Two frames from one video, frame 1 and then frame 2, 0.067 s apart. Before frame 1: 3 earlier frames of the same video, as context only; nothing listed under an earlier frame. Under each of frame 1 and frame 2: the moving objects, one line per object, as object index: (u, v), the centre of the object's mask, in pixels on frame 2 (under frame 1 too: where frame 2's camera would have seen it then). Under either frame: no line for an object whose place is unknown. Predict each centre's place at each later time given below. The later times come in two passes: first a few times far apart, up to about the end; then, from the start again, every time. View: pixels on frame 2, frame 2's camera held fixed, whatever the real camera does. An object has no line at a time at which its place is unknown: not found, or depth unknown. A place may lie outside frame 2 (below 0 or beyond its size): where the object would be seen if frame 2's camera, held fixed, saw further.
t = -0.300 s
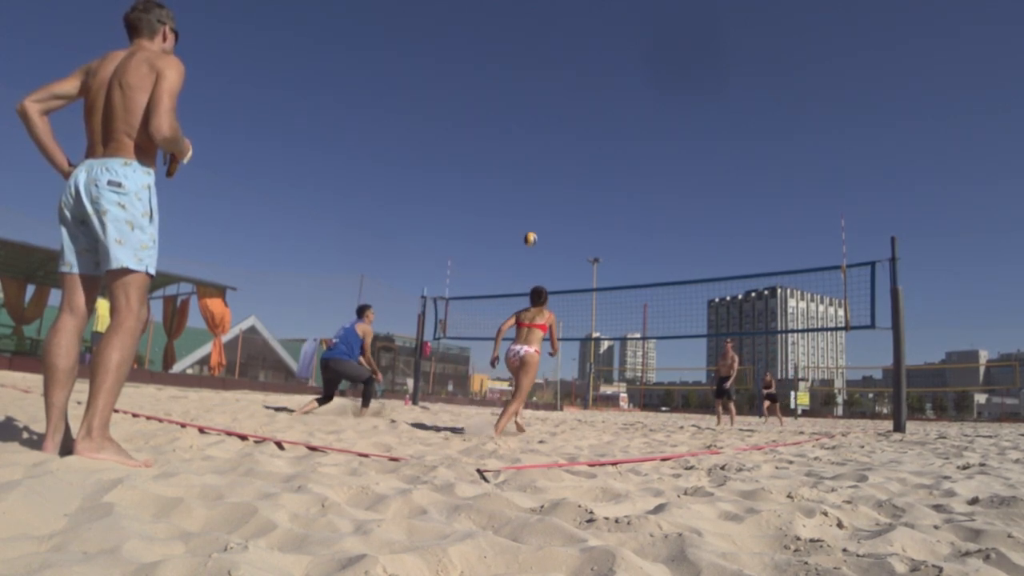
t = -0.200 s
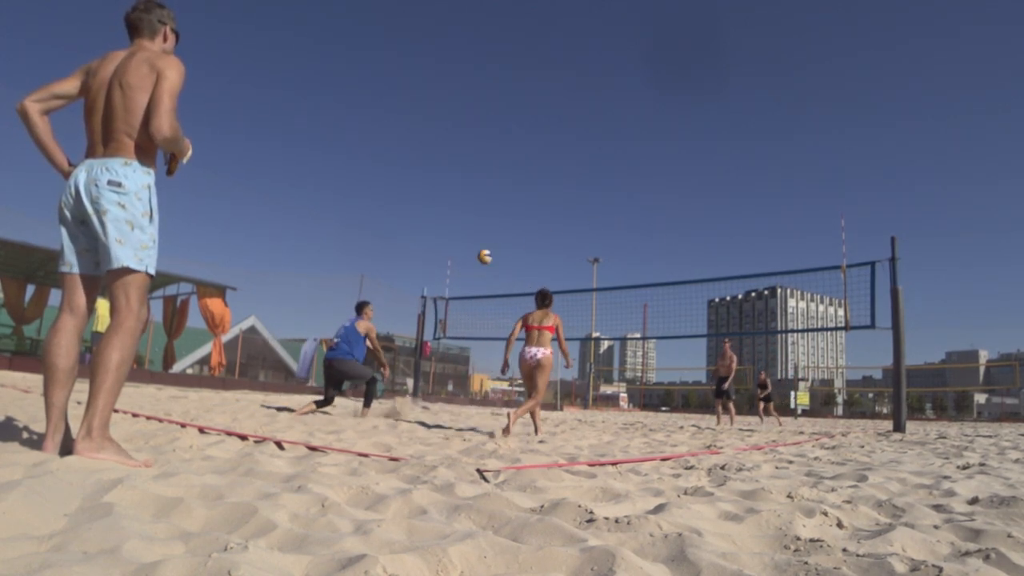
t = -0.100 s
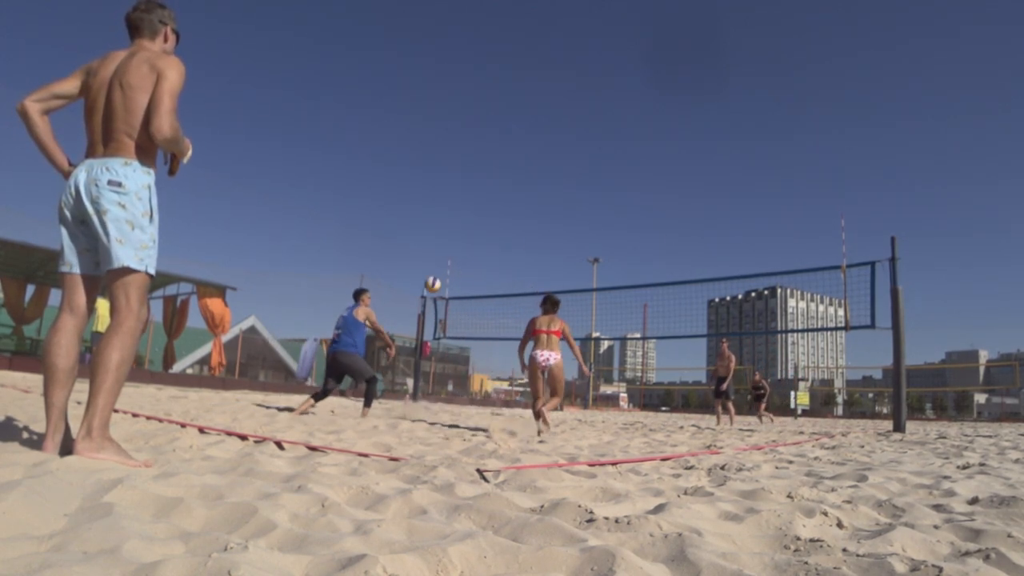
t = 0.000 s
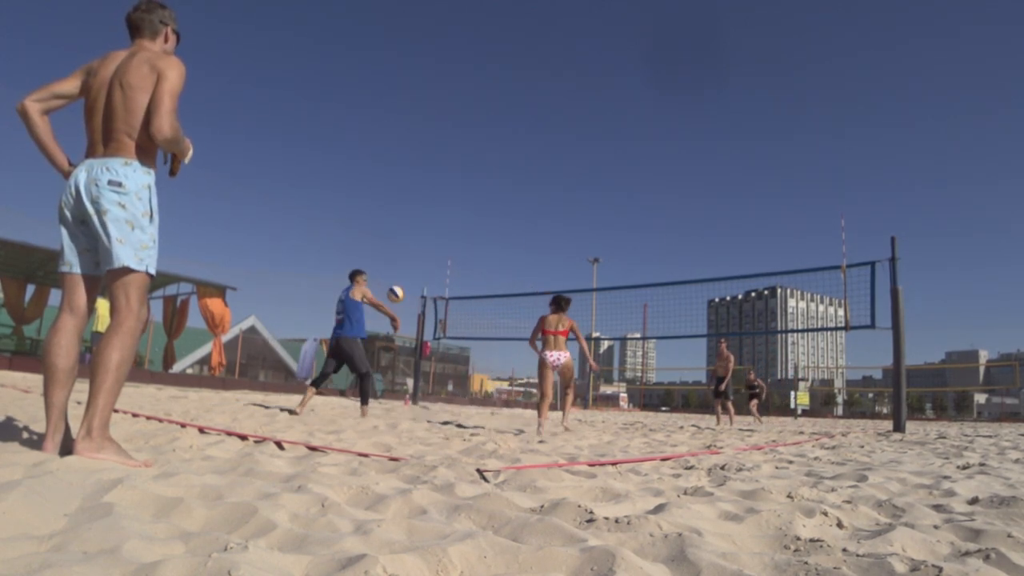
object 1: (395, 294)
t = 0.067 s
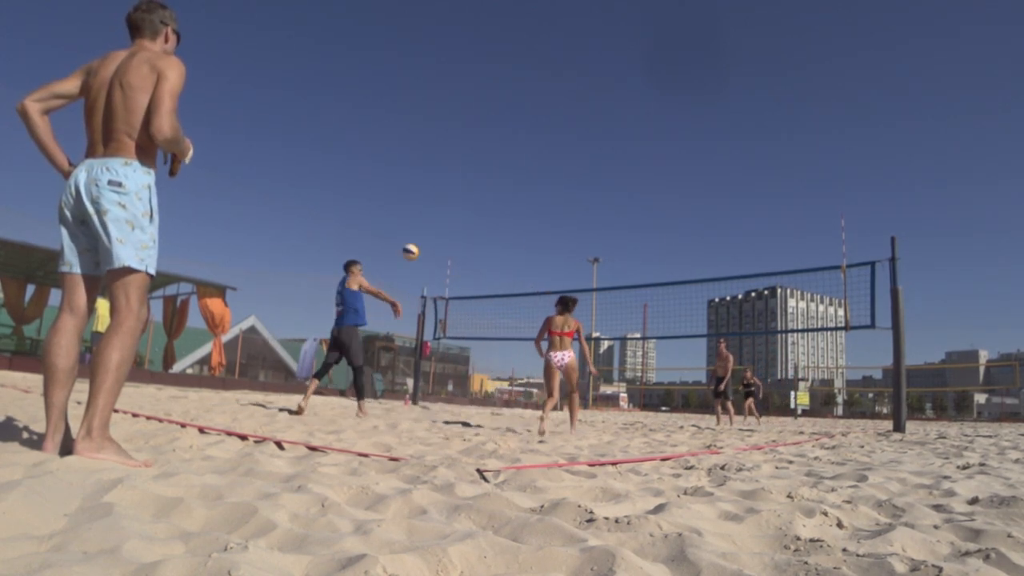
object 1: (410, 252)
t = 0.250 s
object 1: (449, 161)
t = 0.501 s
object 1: (496, 89)
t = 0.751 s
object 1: (535, 62)
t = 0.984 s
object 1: (569, 68)
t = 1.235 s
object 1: (603, 106)
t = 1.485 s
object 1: (636, 176)
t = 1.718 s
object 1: (668, 270)
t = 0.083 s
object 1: (414, 242)
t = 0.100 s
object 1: (418, 232)
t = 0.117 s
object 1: (421, 223)
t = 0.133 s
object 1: (425, 214)
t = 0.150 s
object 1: (429, 206)
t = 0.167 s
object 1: (432, 197)
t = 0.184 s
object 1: (436, 189)
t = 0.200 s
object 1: (439, 182)
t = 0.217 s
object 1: (443, 175)
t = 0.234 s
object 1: (446, 168)
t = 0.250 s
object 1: (449, 161)
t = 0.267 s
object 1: (453, 155)
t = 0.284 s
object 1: (456, 148)
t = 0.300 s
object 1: (459, 142)
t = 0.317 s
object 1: (462, 136)
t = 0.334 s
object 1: (465, 131)
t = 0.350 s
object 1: (469, 126)
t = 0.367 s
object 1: (472, 121)
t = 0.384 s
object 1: (475, 116)
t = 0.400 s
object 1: (478, 112)
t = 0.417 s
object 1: (481, 107)
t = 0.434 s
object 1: (484, 103)
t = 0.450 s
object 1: (487, 100)
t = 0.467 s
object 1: (490, 96)
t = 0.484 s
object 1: (493, 92)
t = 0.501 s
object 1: (496, 89)
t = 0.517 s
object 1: (498, 86)
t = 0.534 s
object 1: (501, 83)
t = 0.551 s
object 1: (504, 80)
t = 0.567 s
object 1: (506, 78)
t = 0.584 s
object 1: (510, 75)
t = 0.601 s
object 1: (512, 73)
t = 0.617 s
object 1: (515, 71)
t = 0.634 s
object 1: (517, 69)
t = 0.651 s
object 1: (520, 68)
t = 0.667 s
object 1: (522, 66)
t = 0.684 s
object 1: (525, 65)
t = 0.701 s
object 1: (527, 64)
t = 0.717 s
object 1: (530, 63)
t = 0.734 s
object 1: (533, 62)
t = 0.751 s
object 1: (535, 62)
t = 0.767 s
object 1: (538, 61)
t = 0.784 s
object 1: (540, 61)
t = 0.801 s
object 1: (543, 61)
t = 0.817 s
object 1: (545, 60)
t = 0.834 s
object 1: (548, 61)
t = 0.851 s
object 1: (550, 61)
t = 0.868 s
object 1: (552, 61)
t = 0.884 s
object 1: (554, 61)
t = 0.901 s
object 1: (557, 62)
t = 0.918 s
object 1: (559, 63)
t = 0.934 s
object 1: (561, 64)
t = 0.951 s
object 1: (564, 65)
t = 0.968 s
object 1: (566, 67)
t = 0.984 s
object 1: (569, 68)
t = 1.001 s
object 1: (571, 70)
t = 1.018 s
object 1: (574, 71)
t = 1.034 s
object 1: (576, 73)
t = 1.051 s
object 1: (578, 75)
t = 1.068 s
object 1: (580, 78)
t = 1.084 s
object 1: (583, 79)
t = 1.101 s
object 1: (585, 82)
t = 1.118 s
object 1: (587, 84)
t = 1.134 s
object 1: (589, 87)
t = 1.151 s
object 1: (591, 90)
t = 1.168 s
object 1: (594, 93)
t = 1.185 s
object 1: (596, 96)
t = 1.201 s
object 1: (598, 99)
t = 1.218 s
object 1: (601, 102)
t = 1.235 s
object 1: (603, 106)
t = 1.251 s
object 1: (605, 109)
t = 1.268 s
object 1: (607, 113)
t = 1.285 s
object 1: (609, 117)
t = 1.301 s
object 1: (612, 121)
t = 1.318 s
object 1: (614, 125)
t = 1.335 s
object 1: (616, 130)
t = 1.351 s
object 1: (618, 134)
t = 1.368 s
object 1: (621, 139)
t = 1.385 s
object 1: (623, 143)
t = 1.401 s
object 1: (625, 149)
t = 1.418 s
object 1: (627, 154)
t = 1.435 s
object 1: (630, 159)
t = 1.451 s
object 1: (632, 164)
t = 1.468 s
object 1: (634, 170)
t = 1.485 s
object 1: (636, 176)
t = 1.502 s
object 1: (638, 181)
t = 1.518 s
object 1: (641, 187)
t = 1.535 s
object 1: (643, 194)
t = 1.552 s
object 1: (645, 200)
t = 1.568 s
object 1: (648, 206)
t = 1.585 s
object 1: (650, 213)
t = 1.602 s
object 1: (652, 220)
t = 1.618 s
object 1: (655, 226)
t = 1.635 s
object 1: (657, 233)
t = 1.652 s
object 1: (659, 240)
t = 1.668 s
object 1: (661, 248)
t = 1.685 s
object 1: (663, 255)
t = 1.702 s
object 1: (665, 262)
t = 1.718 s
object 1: (668, 270)
